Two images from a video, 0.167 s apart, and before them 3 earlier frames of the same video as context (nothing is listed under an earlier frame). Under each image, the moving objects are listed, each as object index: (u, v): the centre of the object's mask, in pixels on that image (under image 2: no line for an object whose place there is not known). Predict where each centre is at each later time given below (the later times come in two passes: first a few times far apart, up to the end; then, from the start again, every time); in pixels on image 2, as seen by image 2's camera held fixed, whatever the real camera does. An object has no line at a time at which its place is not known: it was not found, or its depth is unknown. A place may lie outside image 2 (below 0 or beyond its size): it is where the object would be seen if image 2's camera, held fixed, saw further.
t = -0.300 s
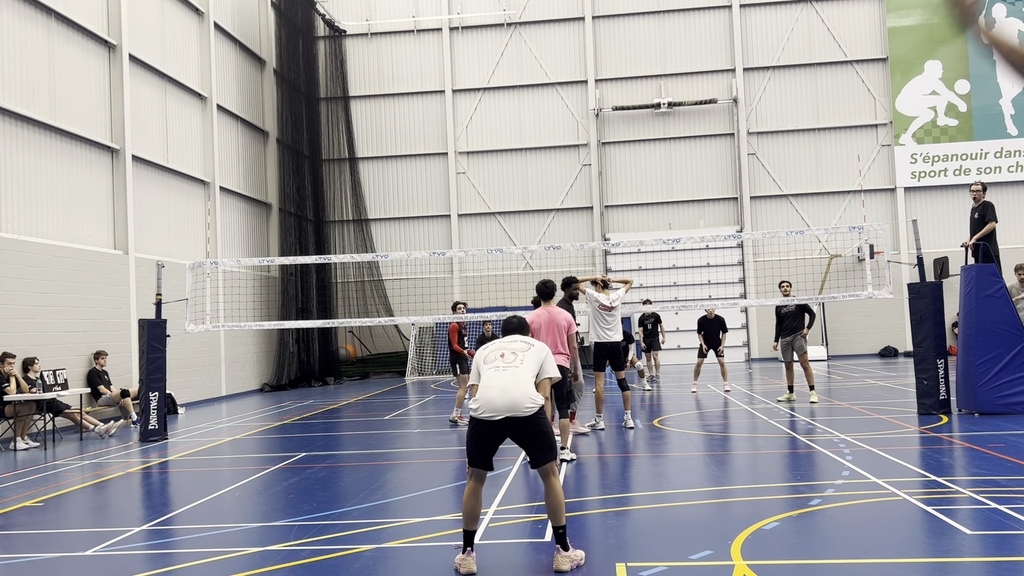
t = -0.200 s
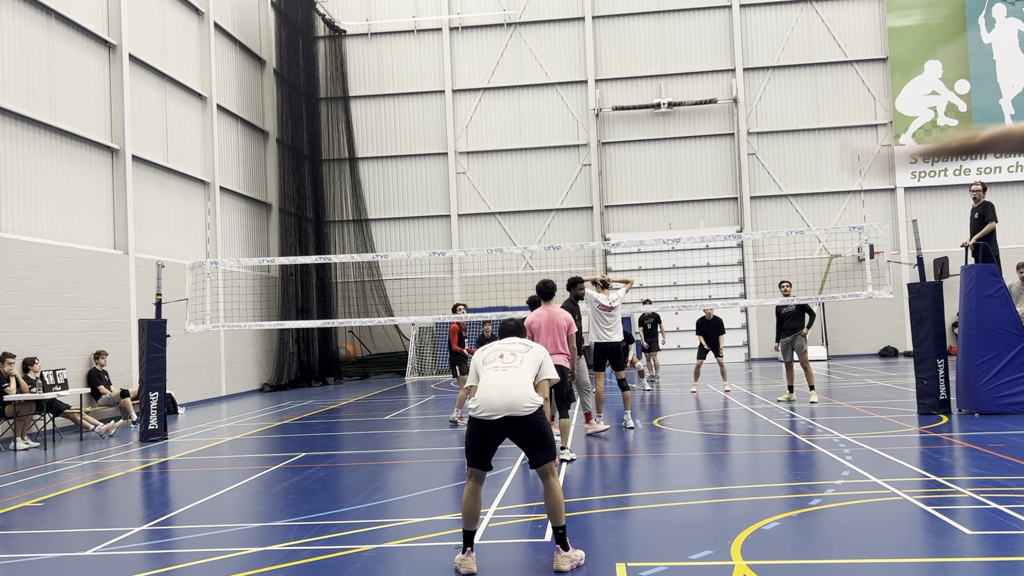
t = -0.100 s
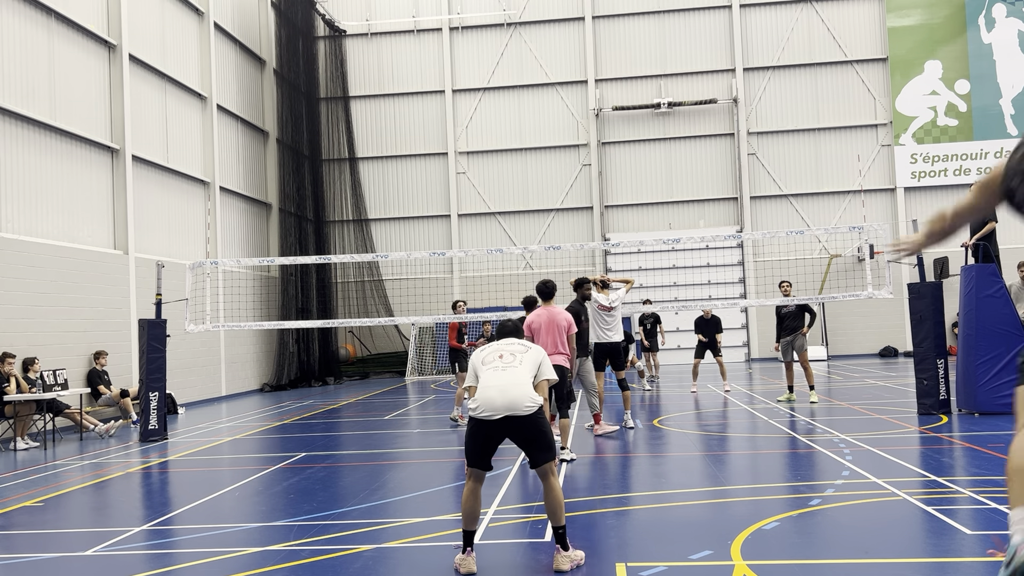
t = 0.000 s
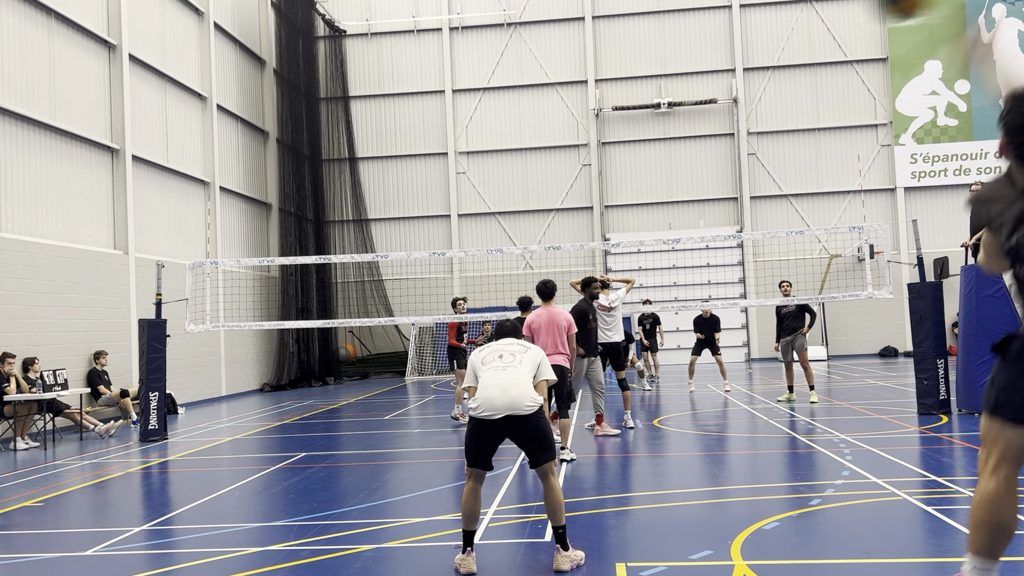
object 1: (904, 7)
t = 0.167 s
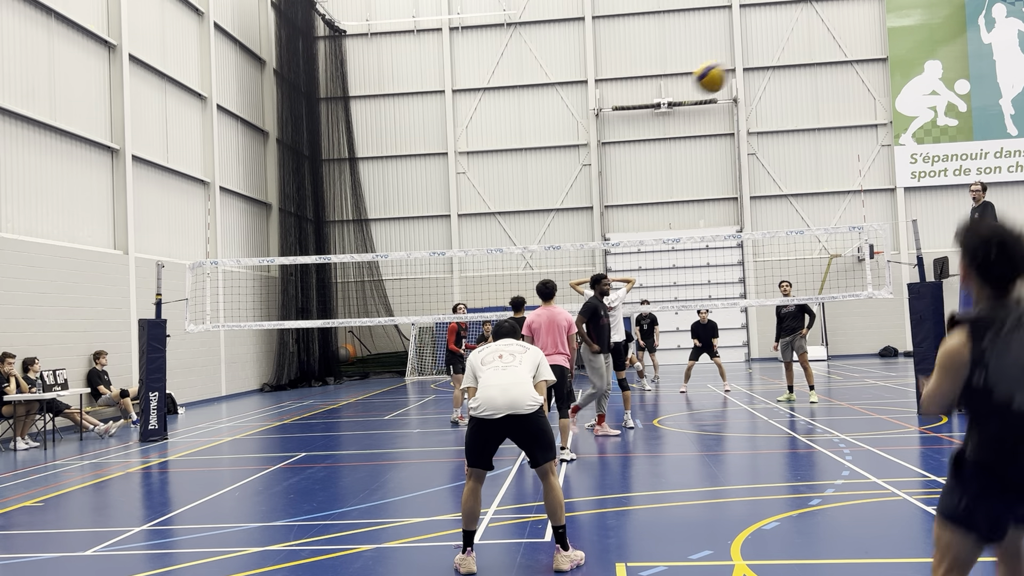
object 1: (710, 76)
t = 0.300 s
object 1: (653, 124)
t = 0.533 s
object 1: (605, 195)
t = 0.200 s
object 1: (692, 88)
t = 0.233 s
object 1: (677, 102)
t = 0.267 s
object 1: (664, 113)
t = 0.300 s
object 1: (653, 124)
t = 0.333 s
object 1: (643, 135)
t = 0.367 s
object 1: (634, 146)
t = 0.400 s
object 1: (627, 156)
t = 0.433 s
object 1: (620, 166)
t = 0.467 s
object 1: (615, 176)
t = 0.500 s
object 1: (609, 185)
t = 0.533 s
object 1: (605, 195)
